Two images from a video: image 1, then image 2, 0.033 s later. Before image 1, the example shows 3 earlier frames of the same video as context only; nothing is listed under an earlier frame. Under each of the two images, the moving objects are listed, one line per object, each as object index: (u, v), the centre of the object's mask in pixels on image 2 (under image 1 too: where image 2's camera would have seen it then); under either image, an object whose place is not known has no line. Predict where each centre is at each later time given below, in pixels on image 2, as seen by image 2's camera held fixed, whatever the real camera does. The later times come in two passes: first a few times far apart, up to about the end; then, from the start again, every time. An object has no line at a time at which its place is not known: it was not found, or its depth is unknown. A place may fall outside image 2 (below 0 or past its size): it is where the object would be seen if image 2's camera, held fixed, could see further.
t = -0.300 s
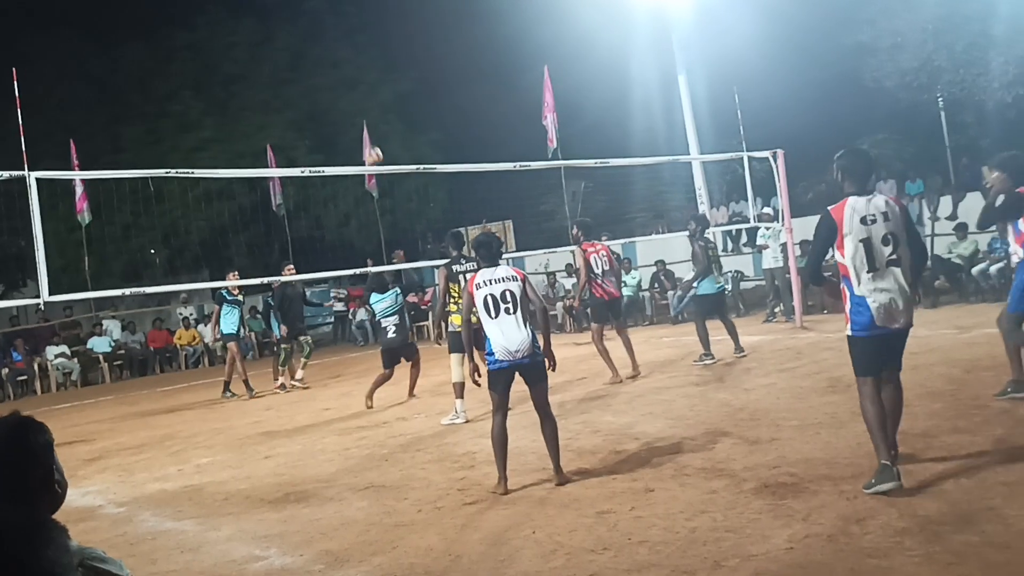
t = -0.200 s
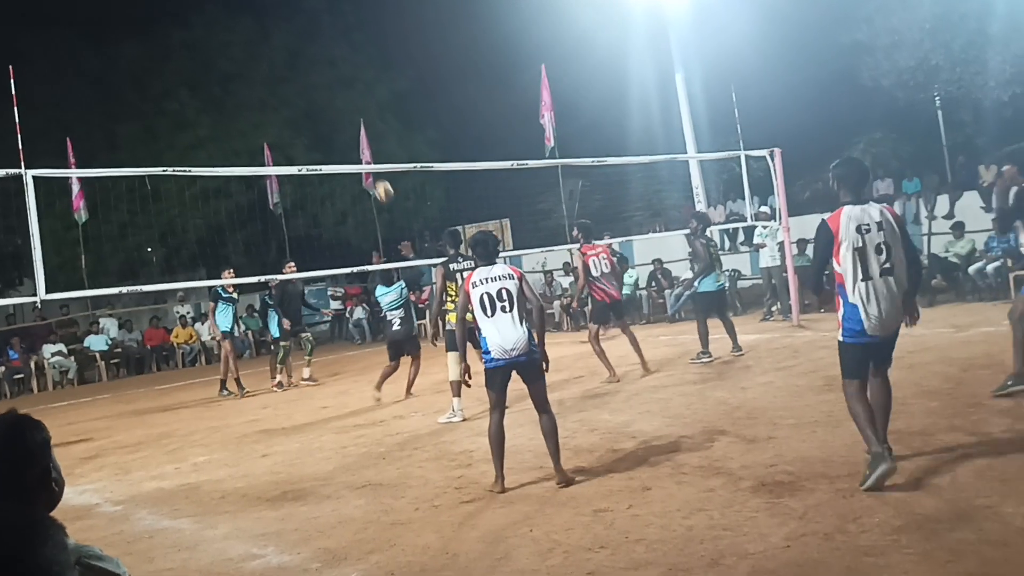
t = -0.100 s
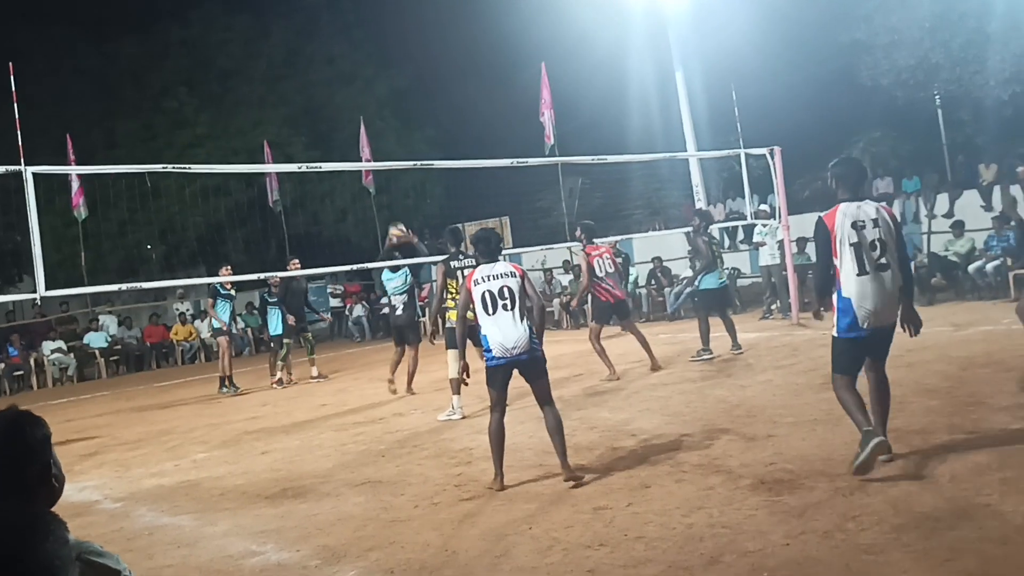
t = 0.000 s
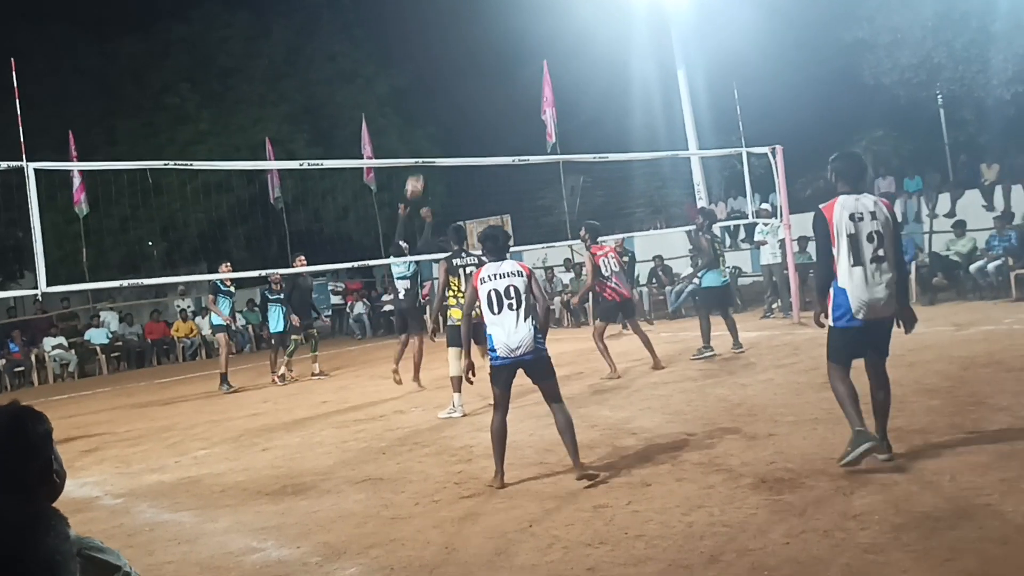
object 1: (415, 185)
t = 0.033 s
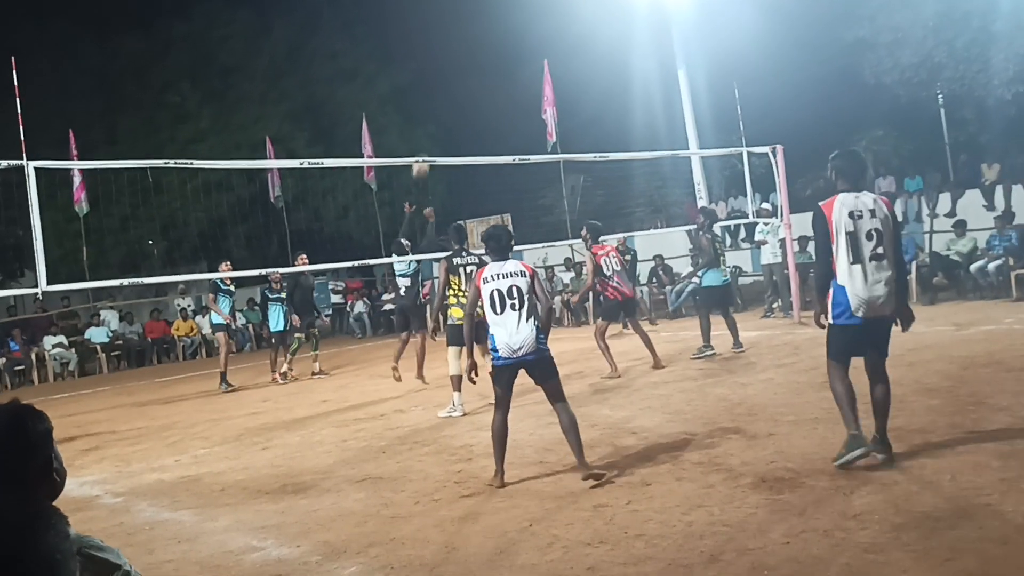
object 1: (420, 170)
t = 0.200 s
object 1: (449, 90)
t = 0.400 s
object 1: (484, 34)
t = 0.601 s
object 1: (519, 13)
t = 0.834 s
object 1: (561, 29)
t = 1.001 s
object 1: (590, 63)
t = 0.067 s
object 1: (426, 147)
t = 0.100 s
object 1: (432, 132)
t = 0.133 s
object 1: (437, 118)
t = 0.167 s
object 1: (443, 103)
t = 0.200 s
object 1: (449, 90)
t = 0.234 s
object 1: (455, 78)
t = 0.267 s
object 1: (460, 67)
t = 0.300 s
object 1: (466, 58)
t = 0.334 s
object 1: (472, 49)
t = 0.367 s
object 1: (478, 41)
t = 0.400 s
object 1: (484, 34)
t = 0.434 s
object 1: (490, 28)
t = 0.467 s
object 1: (496, 23)
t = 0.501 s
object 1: (501, 19)
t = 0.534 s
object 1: (508, 17)
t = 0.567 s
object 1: (513, 14)
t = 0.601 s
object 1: (519, 13)
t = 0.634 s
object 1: (525, 13)
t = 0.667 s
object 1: (531, 13)
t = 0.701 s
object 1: (537, 15)
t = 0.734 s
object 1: (543, 17)
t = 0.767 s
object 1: (549, 20)
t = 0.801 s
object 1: (554, 24)
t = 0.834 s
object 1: (561, 29)
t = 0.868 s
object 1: (566, 34)
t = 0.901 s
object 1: (572, 40)
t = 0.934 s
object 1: (578, 47)
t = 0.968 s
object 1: (584, 55)
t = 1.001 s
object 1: (590, 63)
